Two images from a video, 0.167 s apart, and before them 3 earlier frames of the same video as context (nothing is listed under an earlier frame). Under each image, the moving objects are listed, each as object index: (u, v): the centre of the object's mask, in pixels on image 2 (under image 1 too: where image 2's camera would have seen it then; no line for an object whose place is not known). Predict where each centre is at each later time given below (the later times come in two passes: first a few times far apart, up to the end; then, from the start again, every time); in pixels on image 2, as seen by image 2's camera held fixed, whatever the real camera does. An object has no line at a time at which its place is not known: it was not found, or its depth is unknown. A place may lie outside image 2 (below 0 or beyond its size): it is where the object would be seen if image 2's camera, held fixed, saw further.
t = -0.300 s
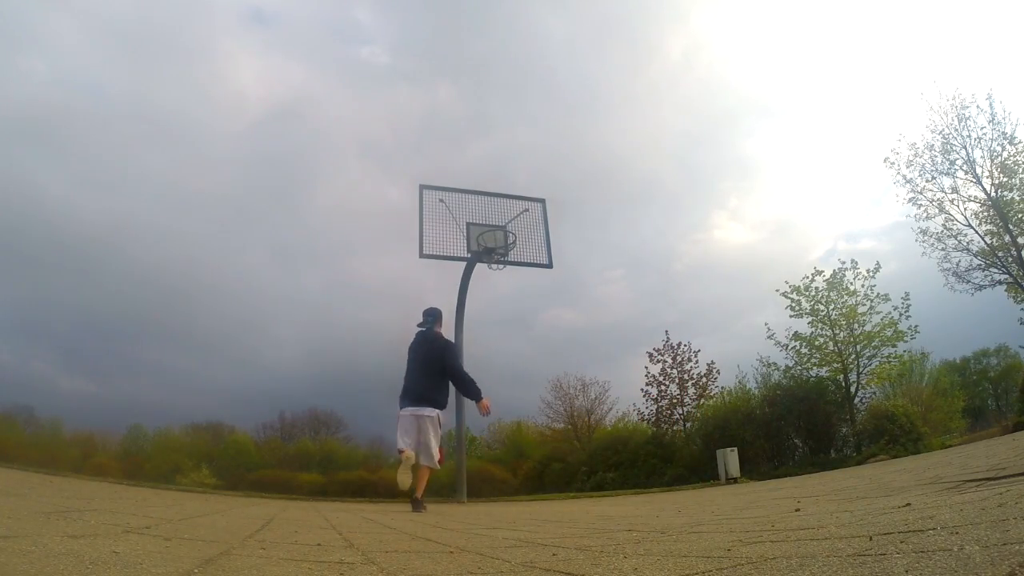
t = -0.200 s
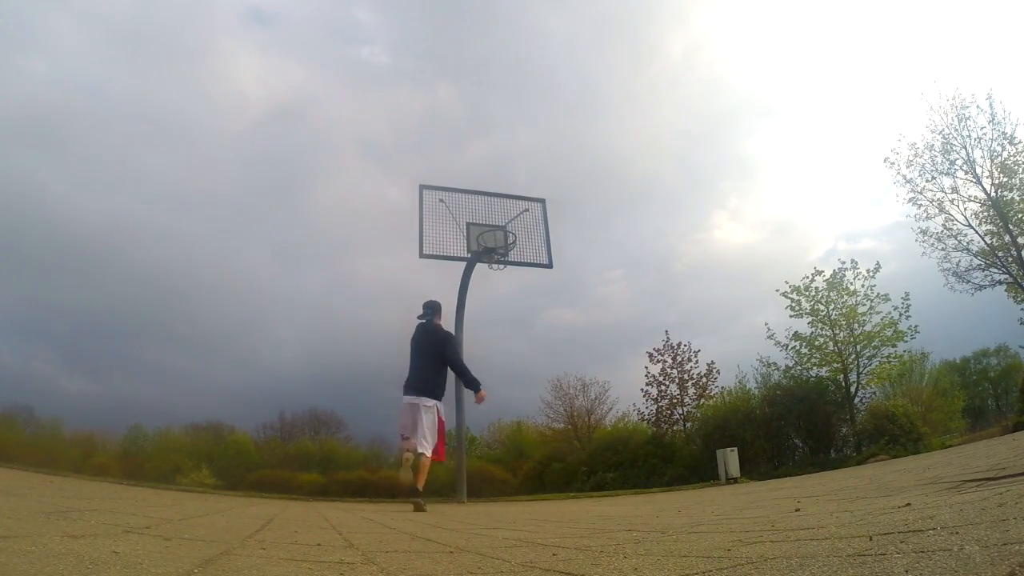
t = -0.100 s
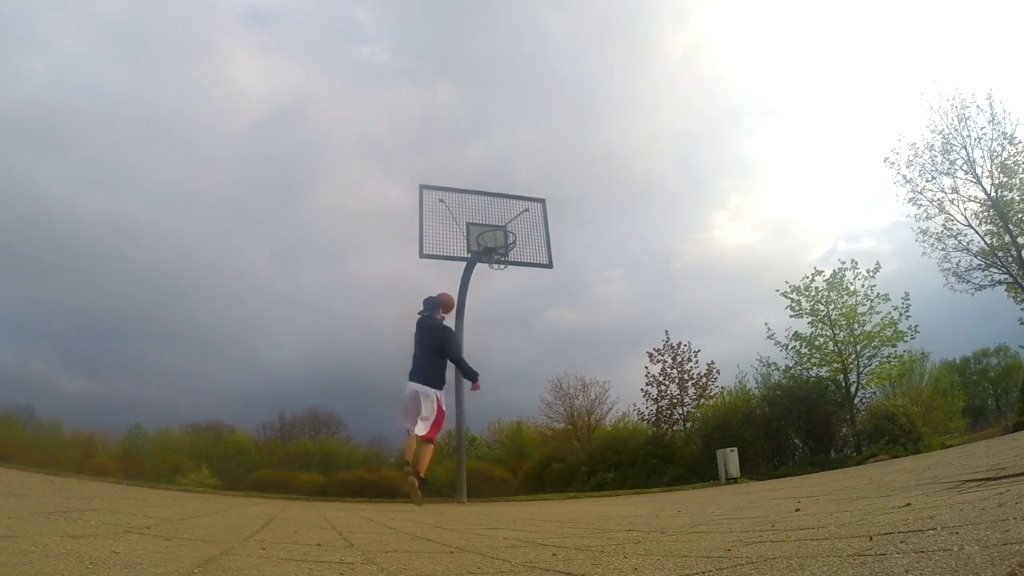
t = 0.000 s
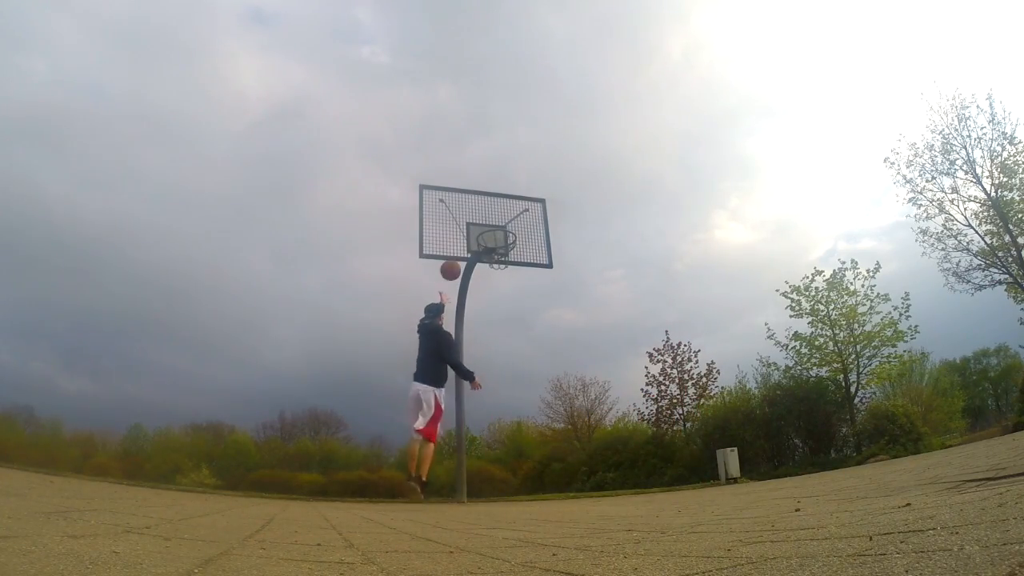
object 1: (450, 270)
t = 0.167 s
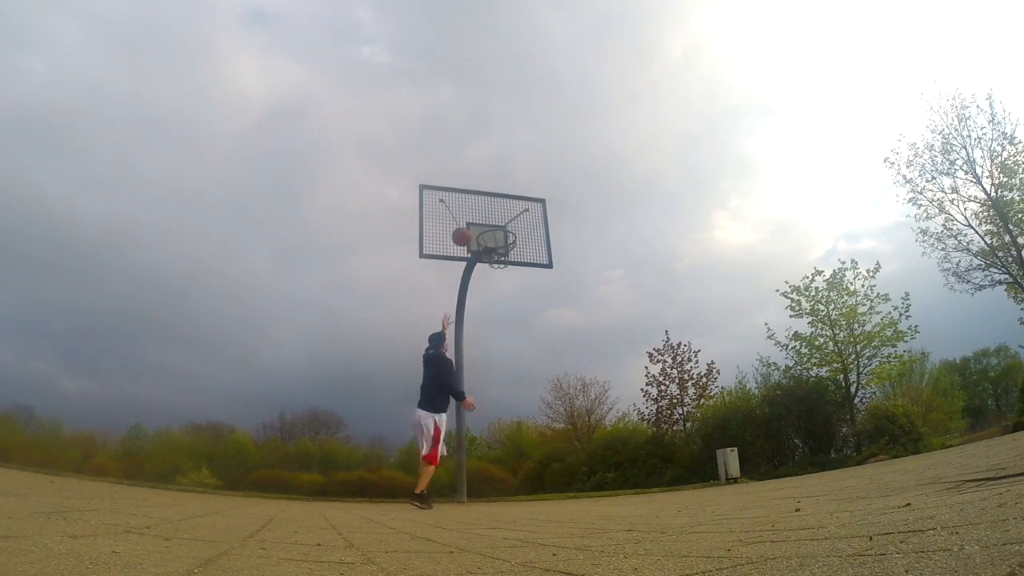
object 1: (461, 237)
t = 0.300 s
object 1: (470, 226)
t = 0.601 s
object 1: (491, 226)
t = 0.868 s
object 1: (504, 249)
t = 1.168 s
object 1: (496, 272)
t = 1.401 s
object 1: (494, 331)
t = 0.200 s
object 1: (463, 232)
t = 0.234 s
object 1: (465, 229)
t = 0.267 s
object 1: (468, 227)
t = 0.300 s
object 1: (470, 226)
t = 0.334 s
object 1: (472, 224)
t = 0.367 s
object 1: (474, 224)
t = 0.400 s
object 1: (476, 223)
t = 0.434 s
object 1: (478, 222)
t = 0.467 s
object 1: (481, 221)
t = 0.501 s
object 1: (483, 222)
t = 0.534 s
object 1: (487, 222)
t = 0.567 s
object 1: (489, 224)
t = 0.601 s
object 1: (491, 226)
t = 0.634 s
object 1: (494, 230)
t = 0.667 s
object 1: (498, 234)
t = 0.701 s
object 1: (500, 240)
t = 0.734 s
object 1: (503, 245)
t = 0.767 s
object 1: (504, 246)
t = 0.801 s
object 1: (504, 247)
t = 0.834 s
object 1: (503, 248)
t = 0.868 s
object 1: (504, 249)
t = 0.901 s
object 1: (503, 250)
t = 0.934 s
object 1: (502, 252)
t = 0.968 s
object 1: (502, 253)
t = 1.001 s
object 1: (499, 256)
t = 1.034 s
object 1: (498, 258)
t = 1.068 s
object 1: (499, 260)
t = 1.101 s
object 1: (497, 264)
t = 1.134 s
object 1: (496, 265)
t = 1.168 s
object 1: (496, 272)
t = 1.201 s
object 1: (496, 278)
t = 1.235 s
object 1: (496, 283)
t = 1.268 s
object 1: (495, 291)
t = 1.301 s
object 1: (495, 300)
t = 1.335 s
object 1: (495, 309)
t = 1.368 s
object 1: (494, 319)
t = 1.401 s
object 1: (494, 331)
